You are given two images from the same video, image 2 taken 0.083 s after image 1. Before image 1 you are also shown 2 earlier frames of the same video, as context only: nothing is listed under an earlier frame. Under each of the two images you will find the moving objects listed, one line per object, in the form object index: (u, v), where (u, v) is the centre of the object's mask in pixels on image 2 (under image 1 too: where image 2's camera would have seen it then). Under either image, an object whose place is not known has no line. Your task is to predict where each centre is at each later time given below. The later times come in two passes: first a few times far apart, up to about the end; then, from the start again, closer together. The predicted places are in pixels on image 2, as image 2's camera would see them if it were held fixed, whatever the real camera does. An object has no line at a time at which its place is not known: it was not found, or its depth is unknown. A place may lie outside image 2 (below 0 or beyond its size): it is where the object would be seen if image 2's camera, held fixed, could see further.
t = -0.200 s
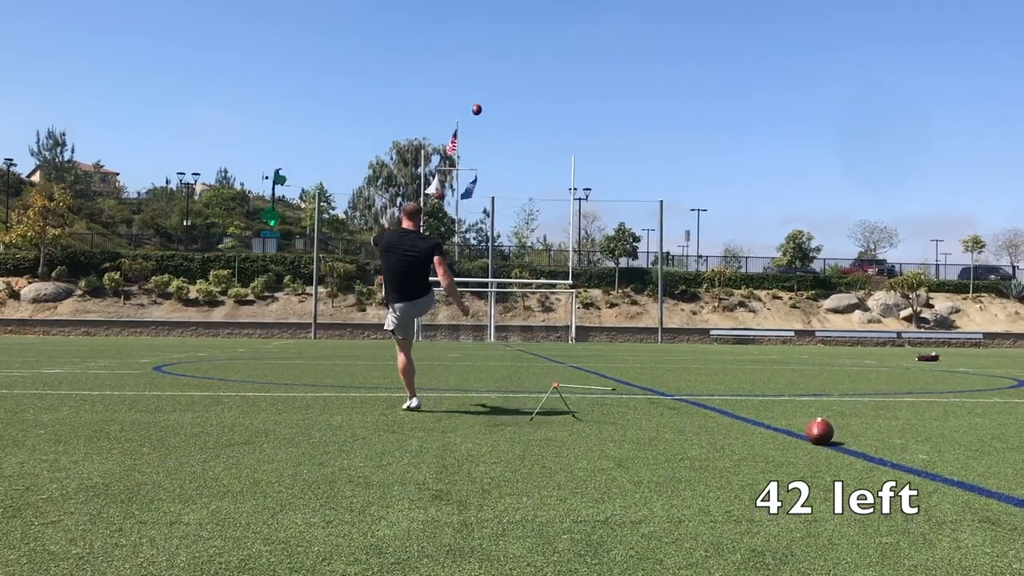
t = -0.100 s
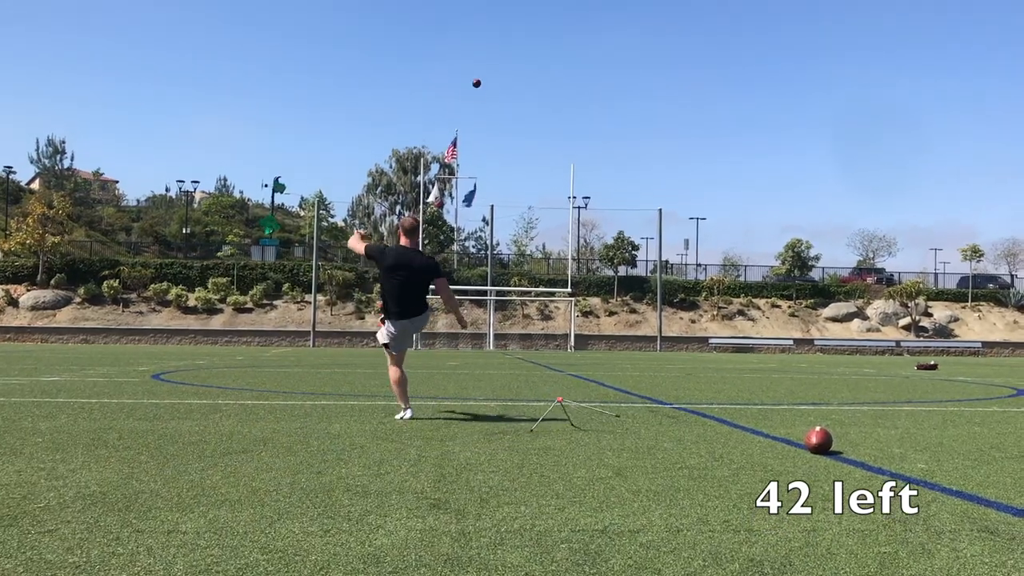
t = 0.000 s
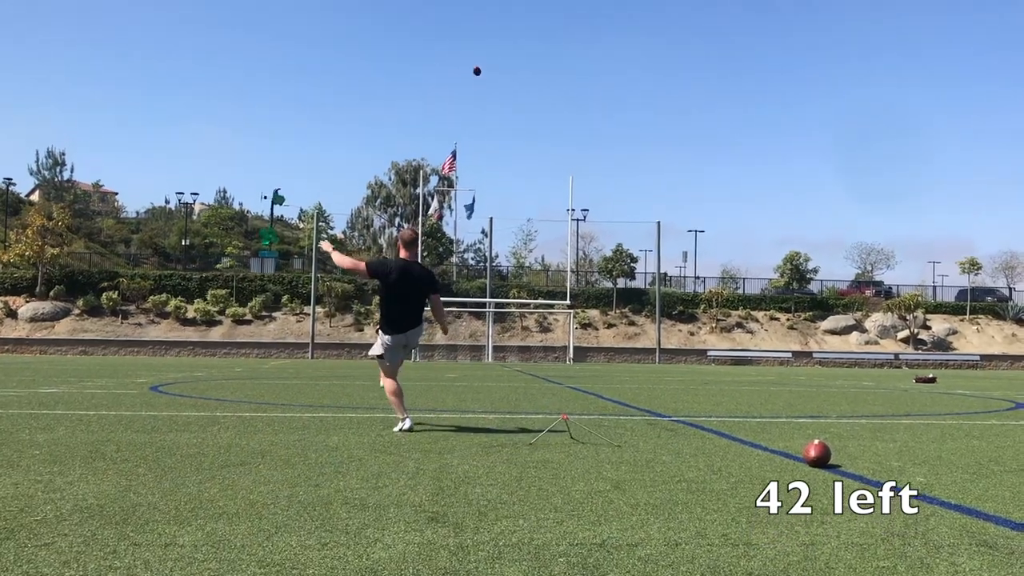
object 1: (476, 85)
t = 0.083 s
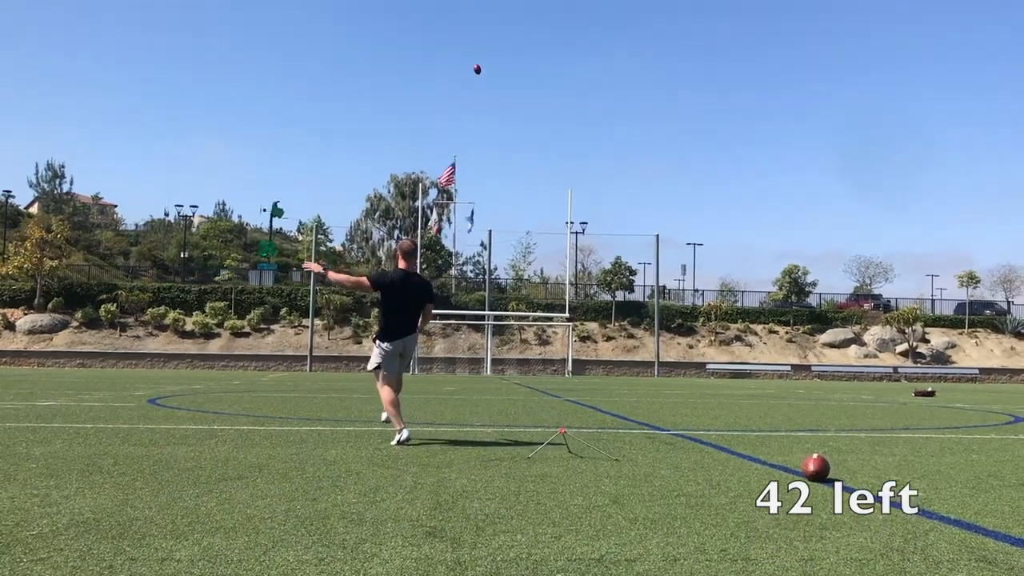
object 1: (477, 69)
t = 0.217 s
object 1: (476, 50)
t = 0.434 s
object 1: (470, 33)
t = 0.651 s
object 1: (461, 27)
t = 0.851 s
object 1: (456, 29)
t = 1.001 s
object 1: (453, 35)
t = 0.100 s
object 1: (477, 66)
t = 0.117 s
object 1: (477, 64)
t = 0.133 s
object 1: (477, 61)
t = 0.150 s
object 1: (477, 58)
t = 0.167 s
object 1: (477, 56)
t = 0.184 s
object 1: (477, 54)
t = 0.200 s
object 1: (477, 52)
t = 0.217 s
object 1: (476, 50)
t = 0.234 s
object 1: (476, 49)
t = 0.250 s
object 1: (476, 47)
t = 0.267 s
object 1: (476, 45)
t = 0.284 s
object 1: (475, 44)
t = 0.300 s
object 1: (475, 42)
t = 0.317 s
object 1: (474, 41)
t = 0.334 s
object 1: (474, 39)
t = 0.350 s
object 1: (473, 38)
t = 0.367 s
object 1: (472, 37)
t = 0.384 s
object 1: (472, 36)
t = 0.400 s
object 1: (471, 35)
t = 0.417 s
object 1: (471, 34)
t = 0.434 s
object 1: (470, 33)
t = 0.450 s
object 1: (469, 32)
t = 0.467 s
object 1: (469, 32)
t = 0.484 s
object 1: (468, 31)
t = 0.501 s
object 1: (468, 31)
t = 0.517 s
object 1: (467, 30)
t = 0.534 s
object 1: (466, 30)
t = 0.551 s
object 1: (466, 29)
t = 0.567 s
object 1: (465, 29)
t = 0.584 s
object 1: (464, 28)
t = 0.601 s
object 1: (463, 28)
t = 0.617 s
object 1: (463, 28)
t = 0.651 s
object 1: (461, 27)
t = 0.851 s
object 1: (456, 29)
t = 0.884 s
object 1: (455, 30)
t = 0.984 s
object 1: (453, 34)
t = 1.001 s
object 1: (453, 35)
